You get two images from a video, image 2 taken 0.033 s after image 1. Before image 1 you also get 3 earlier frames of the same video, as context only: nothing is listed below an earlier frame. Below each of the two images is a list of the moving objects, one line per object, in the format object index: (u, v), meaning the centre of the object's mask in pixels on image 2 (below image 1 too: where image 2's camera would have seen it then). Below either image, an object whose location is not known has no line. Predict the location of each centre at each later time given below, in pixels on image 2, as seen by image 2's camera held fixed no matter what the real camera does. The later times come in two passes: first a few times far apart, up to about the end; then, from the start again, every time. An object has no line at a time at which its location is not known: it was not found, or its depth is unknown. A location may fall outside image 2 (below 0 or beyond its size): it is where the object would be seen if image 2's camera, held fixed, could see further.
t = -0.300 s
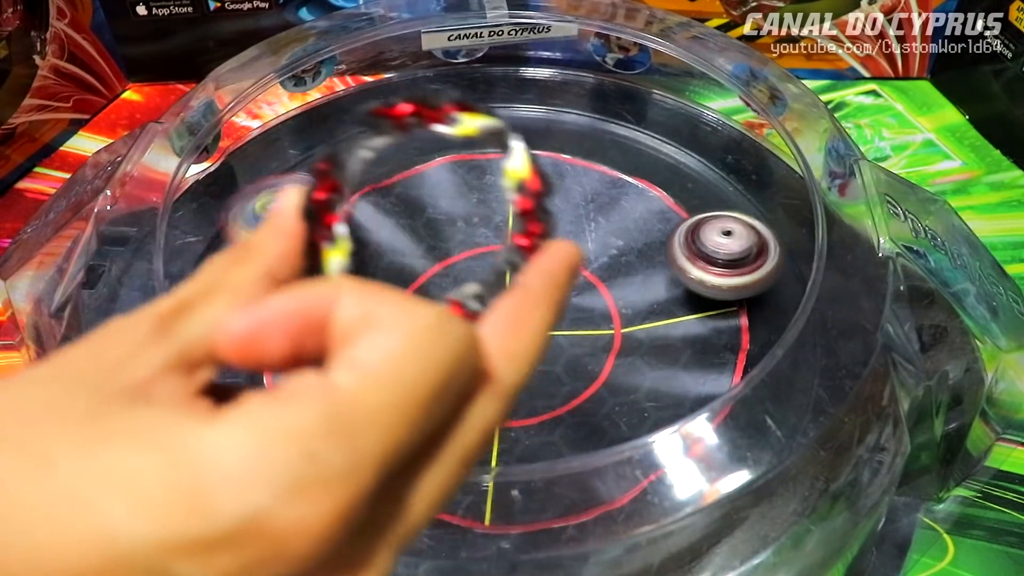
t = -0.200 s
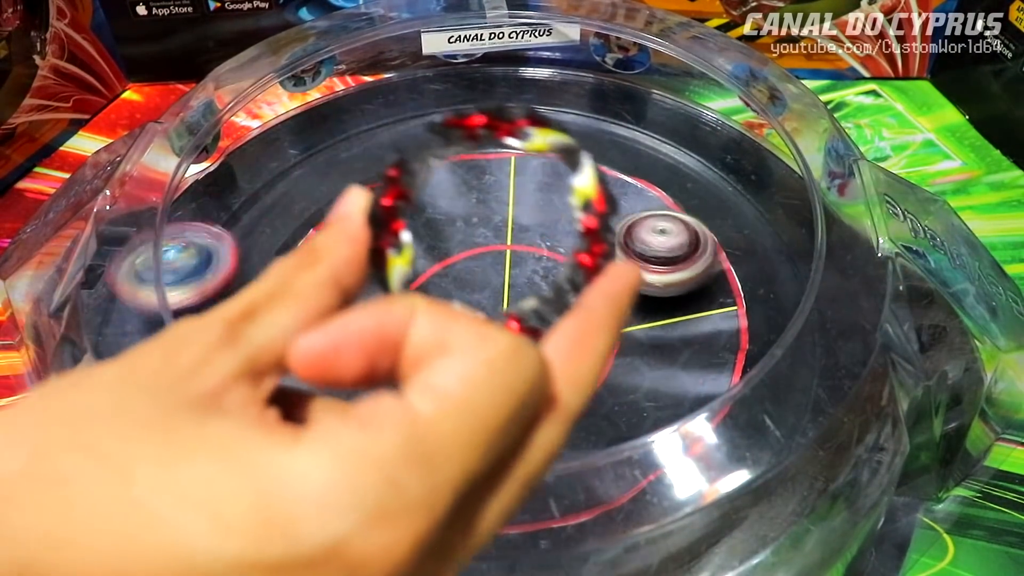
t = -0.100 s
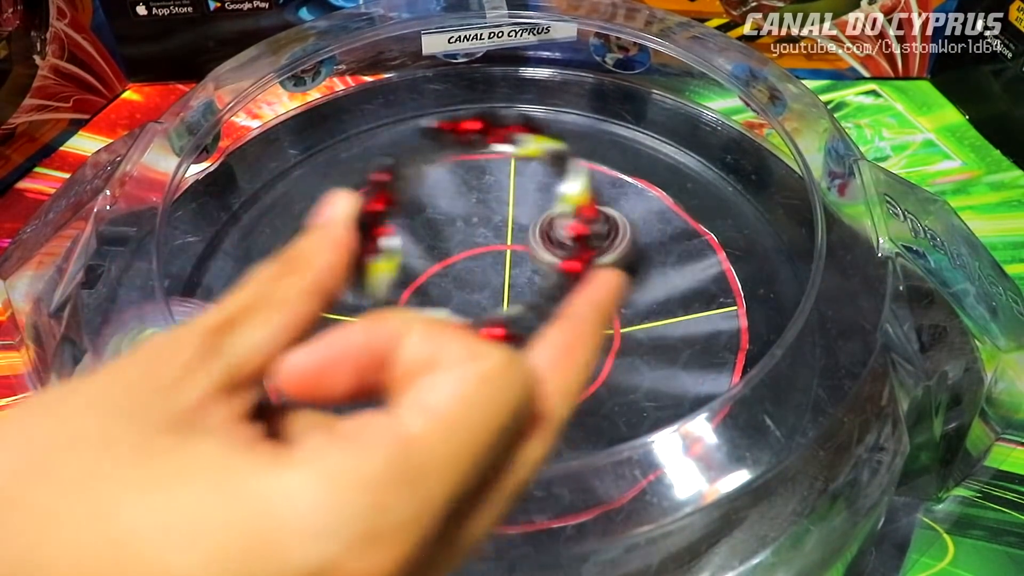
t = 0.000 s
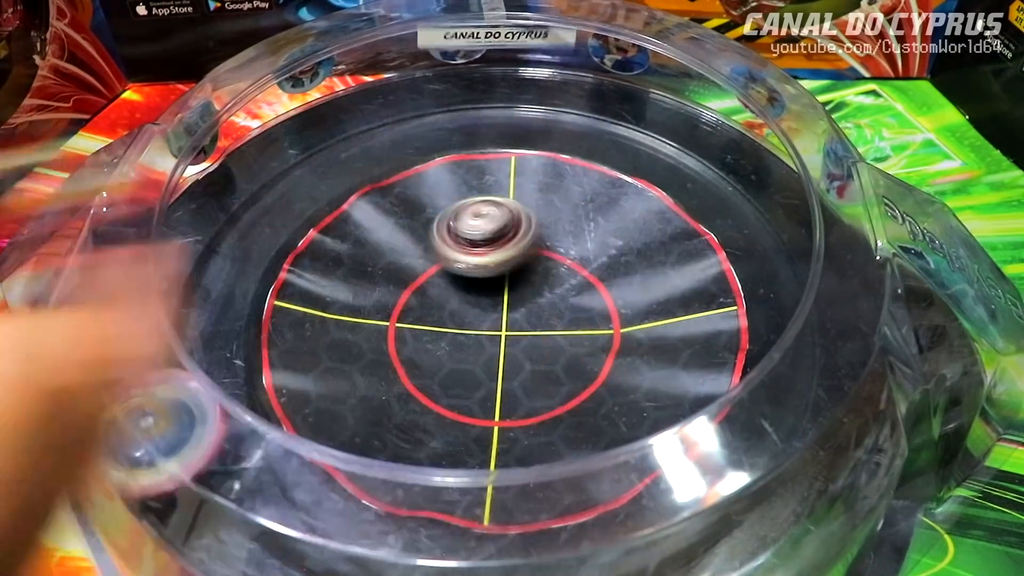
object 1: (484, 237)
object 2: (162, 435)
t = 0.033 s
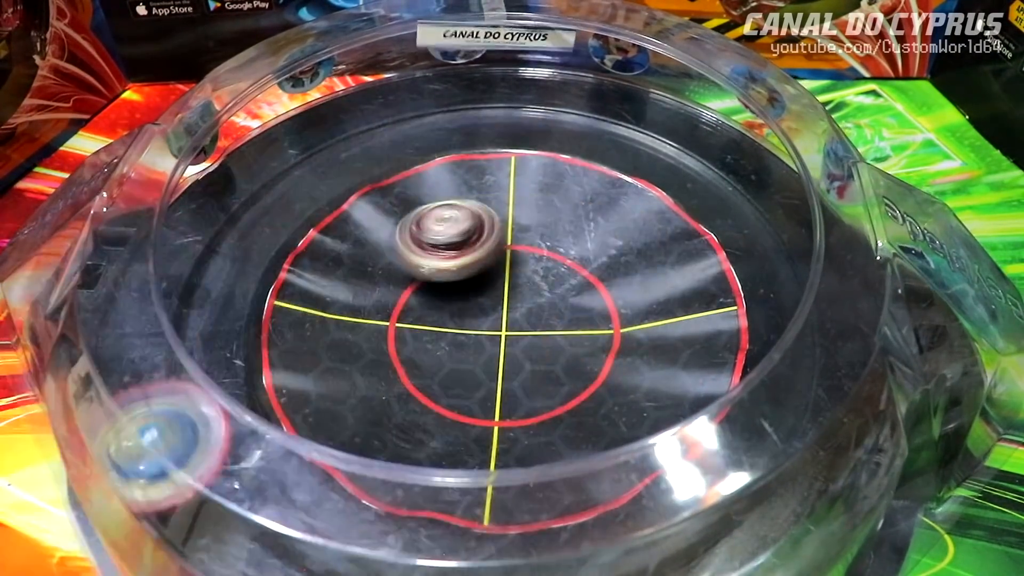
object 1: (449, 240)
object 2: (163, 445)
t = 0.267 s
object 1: (313, 377)
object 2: (245, 484)
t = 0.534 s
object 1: (536, 307)
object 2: (497, 534)
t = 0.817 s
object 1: (454, 217)
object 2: (691, 327)
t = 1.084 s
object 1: (356, 306)
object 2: (415, 115)
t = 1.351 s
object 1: (527, 390)
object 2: (211, 222)
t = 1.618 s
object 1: (626, 239)
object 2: (264, 495)
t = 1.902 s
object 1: (469, 176)
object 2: (588, 439)
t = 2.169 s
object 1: (343, 308)
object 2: (601, 140)
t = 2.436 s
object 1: (531, 423)
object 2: (379, 106)
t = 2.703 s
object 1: (681, 312)
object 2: (185, 273)
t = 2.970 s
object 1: (563, 206)
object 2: (281, 395)
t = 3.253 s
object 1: (358, 276)
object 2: (702, 334)
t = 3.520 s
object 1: (404, 421)
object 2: (596, 111)
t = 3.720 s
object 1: (557, 419)
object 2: (479, 88)
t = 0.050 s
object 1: (431, 245)
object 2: (166, 451)
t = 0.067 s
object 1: (416, 250)
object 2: (168, 455)
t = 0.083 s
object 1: (399, 256)
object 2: (171, 458)
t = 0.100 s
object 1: (385, 263)
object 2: (175, 462)
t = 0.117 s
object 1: (370, 273)
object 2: (178, 465)
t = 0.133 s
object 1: (357, 283)
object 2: (182, 468)
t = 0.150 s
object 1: (345, 293)
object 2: (189, 470)
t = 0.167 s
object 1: (334, 305)
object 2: (192, 473)
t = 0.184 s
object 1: (326, 317)
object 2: (196, 474)
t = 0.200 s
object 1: (322, 328)
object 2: (200, 476)
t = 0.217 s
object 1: (317, 342)
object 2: (207, 479)
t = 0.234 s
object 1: (313, 354)
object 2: (218, 478)
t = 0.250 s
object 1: (311, 368)
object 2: (230, 481)
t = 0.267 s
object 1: (313, 377)
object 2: (245, 484)
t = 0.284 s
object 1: (320, 385)
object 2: (250, 496)
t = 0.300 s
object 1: (335, 385)
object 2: (250, 512)
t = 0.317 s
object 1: (353, 381)
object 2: (257, 520)
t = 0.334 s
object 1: (371, 378)
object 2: (265, 529)
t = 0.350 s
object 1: (389, 374)
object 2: (280, 535)
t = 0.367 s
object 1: (406, 369)
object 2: (298, 536)
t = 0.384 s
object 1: (424, 365)
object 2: (318, 538)
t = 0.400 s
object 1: (439, 362)
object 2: (337, 540)
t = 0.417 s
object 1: (458, 356)
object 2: (354, 540)
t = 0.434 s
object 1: (473, 351)
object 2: (372, 540)
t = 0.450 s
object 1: (487, 345)
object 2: (391, 540)
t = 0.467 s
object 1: (500, 338)
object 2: (411, 540)
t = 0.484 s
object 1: (511, 331)
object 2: (433, 539)
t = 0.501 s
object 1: (521, 324)
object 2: (455, 538)
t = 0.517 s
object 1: (529, 316)
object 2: (479, 536)
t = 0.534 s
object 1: (536, 307)
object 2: (497, 534)
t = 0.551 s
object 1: (541, 299)
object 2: (515, 532)
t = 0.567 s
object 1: (544, 292)
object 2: (533, 531)
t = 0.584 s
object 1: (546, 284)
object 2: (546, 521)
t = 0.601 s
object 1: (547, 275)
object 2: (560, 516)
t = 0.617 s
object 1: (547, 268)
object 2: (573, 510)
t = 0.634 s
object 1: (546, 260)
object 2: (586, 502)
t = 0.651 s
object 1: (542, 253)
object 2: (594, 492)
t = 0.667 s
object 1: (538, 246)
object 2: (600, 481)
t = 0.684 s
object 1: (531, 240)
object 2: (609, 469)
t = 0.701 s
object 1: (525, 234)
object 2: (617, 457)
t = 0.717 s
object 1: (516, 229)
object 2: (626, 438)
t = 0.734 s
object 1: (507, 225)
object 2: (639, 406)
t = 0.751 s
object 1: (496, 222)
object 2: (650, 397)
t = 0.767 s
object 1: (486, 219)
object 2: (666, 383)
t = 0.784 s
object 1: (474, 217)
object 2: (679, 370)
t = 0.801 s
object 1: (464, 216)
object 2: (688, 350)
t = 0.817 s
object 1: (454, 217)
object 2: (691, 327)
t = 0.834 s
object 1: (443, 217)
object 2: (692, 303)
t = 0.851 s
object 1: (433, 219)
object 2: (690, 280)
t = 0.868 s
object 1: (423, 222)
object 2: (683, 258)
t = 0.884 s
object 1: (414, 225)
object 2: (675, 238)
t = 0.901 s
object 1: (405, 229)
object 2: (661, 218)
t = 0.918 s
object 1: (396, 233)
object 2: (647, 200)
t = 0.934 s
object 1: (388, 239)
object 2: (630, 183)
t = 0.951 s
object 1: (382, 244)
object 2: (610, 170)
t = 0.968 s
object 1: (376, 250)
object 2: (588, 156)
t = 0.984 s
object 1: (371, 257)
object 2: (567, 145)
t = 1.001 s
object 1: (367, 264)
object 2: (542, 135)
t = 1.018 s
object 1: (362, 271)
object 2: (516, 128)
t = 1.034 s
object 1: (358, 280)
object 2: (490, 123)
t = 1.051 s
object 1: (356, 288)
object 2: (465, 120)
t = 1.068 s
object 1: (355, 296)
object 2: (439, 118)
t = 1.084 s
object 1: (356, 306)
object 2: (415, 115)
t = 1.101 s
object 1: (358, 314)
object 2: (395, 114)
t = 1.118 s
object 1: (361, 323)
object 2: (376, 115)
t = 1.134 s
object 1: (366, 333)
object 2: (360, 116)
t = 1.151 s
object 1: (372, 342)
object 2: (344, 116)
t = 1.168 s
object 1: (379, 351)
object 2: (330, 120)
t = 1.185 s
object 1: (387, 359)
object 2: (315, 128)
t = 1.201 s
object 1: (396, 367)
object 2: (302, 137)
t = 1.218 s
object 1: (407, 375)
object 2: (289, 150)
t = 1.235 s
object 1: (418, 382)
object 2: (278, 160)
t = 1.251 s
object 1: (433, 387)
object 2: (267, 169)
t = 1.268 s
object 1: (447, 391)
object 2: (256, 178)
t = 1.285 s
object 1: (463, 394)
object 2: (247, 186)
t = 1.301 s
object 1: (479, 395)
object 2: (237, 192)
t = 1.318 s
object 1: (495, 395)
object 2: (227, 200)
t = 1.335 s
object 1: (511, 393)
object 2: (219, 210)
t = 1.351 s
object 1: (527, 390)
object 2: (211, 222)
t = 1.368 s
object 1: (542, 386)
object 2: (204, 235)
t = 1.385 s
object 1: (556, 381)
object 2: (191, 250)
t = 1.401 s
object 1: (570, 375)
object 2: (181, 268)
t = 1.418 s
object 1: (583, 367)
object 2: (177, 286)
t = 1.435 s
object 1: (595, 358)
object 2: (172, 307)
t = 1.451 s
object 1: (606, 347)
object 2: (170, 330)
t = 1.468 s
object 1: (615, 337)
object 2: (172, 352)
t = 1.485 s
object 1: (622, 326)
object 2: (177, 374)
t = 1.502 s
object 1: (628, 314)
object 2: (185, 397)
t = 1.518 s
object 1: (632, 303)
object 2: (193, 417)
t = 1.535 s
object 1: (635, 292)
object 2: (200, 435)
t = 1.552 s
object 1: (636, 280)
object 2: (213, 452)
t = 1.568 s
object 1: (636, 269)
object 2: (224, 467)
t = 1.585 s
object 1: (633, 259)
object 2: (238, 479)
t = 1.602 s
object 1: (629, 249)
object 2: (251, 488)
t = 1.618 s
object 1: (626, 239)
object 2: (264, 495)
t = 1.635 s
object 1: (622, 230)
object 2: (279, 500)
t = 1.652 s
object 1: (616, 221)
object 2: (292, 504)
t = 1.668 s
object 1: (611, 214)
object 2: (309, 506)
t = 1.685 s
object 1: (603, 206)
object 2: (323, 506)
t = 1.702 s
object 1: (595, 200)
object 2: (340, 506)
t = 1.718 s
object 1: (586, 195)
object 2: (355, 505)
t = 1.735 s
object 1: (576, 190)
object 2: (372, 503)
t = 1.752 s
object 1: (567, 185)
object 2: (391, 501)
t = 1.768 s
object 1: (558, 182)
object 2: (408, 496)
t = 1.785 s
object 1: (547, 178)
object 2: (426, 493)
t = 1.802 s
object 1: (536, 176)
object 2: (444, 491)
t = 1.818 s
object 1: (526, 174)
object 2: (465, 489)
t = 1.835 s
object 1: (515, 173)
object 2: (488, 481)
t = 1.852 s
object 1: (504, 173)
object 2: (514, 474)
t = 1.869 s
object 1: (492, 173)
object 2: (539, 465)
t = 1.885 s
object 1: (480, 174)
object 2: (566, 453)
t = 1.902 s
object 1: (469, 176)
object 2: (588, 439)
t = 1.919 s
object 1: (458, 179)
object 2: (612, 419)
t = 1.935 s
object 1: (447, 183)
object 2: (632, 397)
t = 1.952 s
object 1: (436, 187)
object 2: (653, 382)
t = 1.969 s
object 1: (425, 192)
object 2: (672, 364)
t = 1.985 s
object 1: (415, 198)
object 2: (684, 344)
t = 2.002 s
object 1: (404, 204)
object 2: (692, 320)
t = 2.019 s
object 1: (394, 212)
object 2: (696, 298)
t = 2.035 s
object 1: (385, 220)
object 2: (696, 277)
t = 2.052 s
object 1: (377, 228)
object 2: (695, 256)
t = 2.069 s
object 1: (369, 238)
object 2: (688, 236)
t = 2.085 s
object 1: (363, 247)
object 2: (680, 216)
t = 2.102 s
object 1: (356, 258)
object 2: (669, 198)
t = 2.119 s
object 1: (351, 270)
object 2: (656, 182)
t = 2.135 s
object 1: (347, 283)
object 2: (640, 167)
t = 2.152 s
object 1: (345, 295)
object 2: (622, 153)
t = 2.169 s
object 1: (343, 308)
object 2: (601, 140)
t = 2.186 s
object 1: (345, 320)
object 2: (582, 130)
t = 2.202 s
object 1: (348, 333)
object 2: (560, 120)
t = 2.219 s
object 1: (352, 346)
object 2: (543, 114)
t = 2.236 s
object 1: (357, 358)
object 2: (526, 108)
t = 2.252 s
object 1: (365, 371)
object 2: (512, 100)
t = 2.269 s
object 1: (375, 382)
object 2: (499, 95)
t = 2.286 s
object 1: (385, 393)
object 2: (488, 92)
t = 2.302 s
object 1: (398, 403)
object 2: (476, 90)
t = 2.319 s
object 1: (413, 410)
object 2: (465, 87)
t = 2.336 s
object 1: (428, 415)
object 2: (452, 87)
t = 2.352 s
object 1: (443, 419)
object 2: (438, 92)
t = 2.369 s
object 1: (461, 423)
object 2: (425, 96)
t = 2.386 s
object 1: (478, 425)
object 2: (414, 98)
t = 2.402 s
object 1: (496, 426)
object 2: (401, 101)
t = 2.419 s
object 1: (514, 425)
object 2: (391, 103)
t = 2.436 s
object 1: (531, 423)
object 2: (379, 106)
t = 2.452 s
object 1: (548, 421)
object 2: (366, 109)
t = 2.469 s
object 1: (564, 418)
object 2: (352, 114)
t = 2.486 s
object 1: (579, 414)
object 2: (338, 122)
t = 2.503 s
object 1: (594, 409)
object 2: (323, 130)
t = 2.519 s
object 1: (607, 404)
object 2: (305, 140)
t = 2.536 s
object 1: (621, 398)
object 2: (289, 150)
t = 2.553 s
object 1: (632, 392)
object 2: (272, 162)
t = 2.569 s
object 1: (642, 385)
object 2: (257, 174)
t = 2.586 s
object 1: (652, 377)
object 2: (243, 188)
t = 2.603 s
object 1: (661, 369)
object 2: (229, 203)
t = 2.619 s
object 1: (667, 361)
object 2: (218, 216)
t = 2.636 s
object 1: (674, 351)
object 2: (209, 230)
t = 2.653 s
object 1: (678, 341)
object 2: (198, 242)
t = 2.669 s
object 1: (679, 331)
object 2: (192, 253)
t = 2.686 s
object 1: (681, 321)
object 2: (187, 263)
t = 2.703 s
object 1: (681, 312)
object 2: (185, 273)
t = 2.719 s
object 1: (680, 303)
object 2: (184, 281)
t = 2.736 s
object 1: (680, 293)
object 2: (184, 289)
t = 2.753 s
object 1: (676, 284)
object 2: (185, 296)
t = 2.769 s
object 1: (672, 274)
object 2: (187, 304)
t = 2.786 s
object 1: (667, 266)
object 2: (193, 312)
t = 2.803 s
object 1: (661, 258)
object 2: (197, 319)
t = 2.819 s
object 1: (655, 251)
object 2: (201, 327)
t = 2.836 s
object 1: (647, 244)
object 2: (206, 334)
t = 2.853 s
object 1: (639, 237)
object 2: (212, 341)
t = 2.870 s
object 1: (629, 231)
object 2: (219, 348)
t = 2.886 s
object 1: (619, 225)
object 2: (226, 355)
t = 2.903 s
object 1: (608, 220)
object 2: (234, 362)
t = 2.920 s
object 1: (598, 215)
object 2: (242, 368)
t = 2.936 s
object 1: (586, 212)
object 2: (253, 376)
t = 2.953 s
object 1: (575, 209)
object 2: (265, 385)
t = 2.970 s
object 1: (563, 206)
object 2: (281, 395)
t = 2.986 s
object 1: (550, 204)
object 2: (298, 406)
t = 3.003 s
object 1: (536, 203)
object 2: (320, 416)
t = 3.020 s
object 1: (522, 202)
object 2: (343, 428)
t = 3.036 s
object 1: (508, 202)
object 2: (367, 438)
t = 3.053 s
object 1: (496, 203)
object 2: (395, 447)
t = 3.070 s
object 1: (481, 205)
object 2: (427, 455)
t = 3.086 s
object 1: (467, 207)
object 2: (460, 458)
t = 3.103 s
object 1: (455, 210)
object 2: (495, 457)
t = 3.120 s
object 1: (441, 214)
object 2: (528, 453)
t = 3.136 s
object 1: (427, 220)
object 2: (557, 447)
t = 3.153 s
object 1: (416, 226)
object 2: (585, 436)
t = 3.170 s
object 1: (404, 233)
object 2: (609, 419)
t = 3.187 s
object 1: (393, 241)
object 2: (632, 397)
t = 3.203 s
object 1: (384, 249)
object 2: (654, 384)
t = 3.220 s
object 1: (374, 257)
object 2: (676, 370)
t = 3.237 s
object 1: (365, 267)
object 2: (690, 352)
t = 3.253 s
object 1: (358, 276)
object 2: (702, 334)
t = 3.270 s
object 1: (352, 286)
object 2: (711, 312)
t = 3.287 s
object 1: (345, 297)
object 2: (714, 291)
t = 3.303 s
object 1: (342, 307)
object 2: (715, 271)
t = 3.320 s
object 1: (339, 318)
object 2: (713, 252)
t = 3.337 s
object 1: (337, 329)
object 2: (710, 233)
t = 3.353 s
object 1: (337, 340)
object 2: (703, 216)
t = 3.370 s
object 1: (340, 351)
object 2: (693, 200)
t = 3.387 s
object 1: (342, 361)
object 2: (681, 184)
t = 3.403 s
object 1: (346, 372)
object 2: (667, 168)
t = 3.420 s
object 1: (350, 381)
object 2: (654, 156)
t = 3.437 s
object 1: (357, 390)
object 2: (642, 145)
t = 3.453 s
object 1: (364, 399)
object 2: (630, 136)
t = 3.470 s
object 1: (374, 405)
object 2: (619, 127)
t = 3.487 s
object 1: (384, 411)
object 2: (611, 121)
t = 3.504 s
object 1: (394, 416)
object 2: (603, 116)
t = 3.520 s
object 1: (404, 421)
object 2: (596, 111)
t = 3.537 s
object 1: (416, 424)
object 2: (589, 107)
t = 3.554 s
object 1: (427, 427)
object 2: (581, 104)
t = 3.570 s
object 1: (440, 429)
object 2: (575, 101)
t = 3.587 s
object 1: (453, 431)
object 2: (568, 97)
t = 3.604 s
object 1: (466, 432)
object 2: (559, 94)
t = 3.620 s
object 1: (479, 432)
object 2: (552, 91)
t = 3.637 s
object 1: (492, 432)
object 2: (545, 89)
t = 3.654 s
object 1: (505, 431)
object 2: (535, 88)
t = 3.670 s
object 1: (519, 429)
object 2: (523, 87)
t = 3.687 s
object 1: (531, 426)
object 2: (510, 87)
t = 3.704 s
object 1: (544, 423)
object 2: (495, 87)
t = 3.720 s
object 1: (557, 419)
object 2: (479, 88)
